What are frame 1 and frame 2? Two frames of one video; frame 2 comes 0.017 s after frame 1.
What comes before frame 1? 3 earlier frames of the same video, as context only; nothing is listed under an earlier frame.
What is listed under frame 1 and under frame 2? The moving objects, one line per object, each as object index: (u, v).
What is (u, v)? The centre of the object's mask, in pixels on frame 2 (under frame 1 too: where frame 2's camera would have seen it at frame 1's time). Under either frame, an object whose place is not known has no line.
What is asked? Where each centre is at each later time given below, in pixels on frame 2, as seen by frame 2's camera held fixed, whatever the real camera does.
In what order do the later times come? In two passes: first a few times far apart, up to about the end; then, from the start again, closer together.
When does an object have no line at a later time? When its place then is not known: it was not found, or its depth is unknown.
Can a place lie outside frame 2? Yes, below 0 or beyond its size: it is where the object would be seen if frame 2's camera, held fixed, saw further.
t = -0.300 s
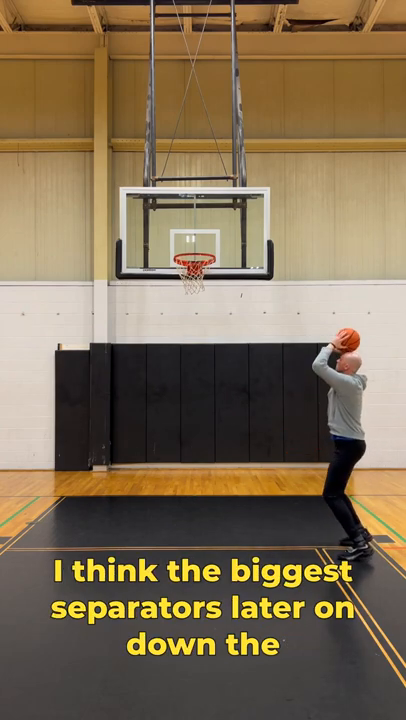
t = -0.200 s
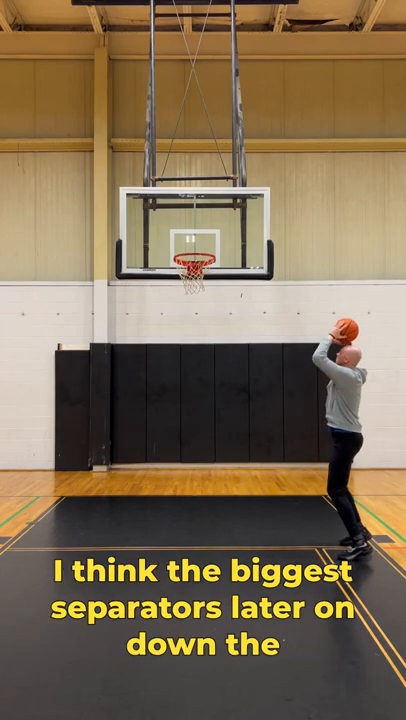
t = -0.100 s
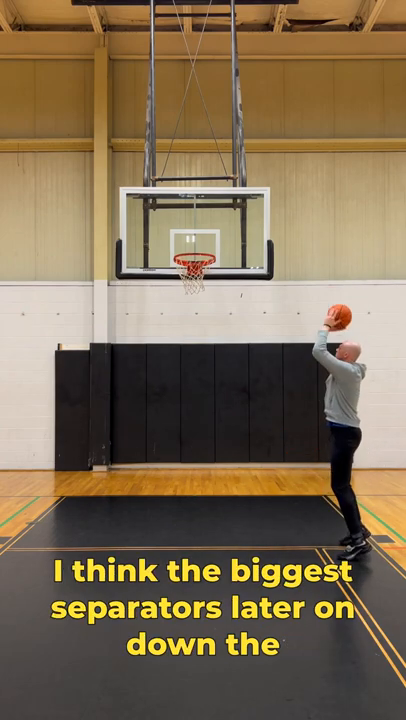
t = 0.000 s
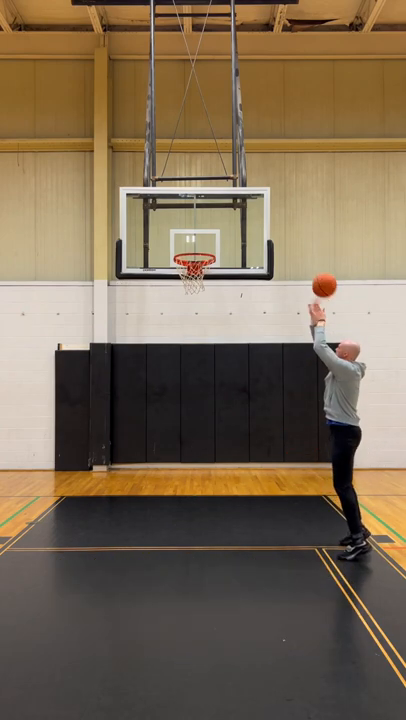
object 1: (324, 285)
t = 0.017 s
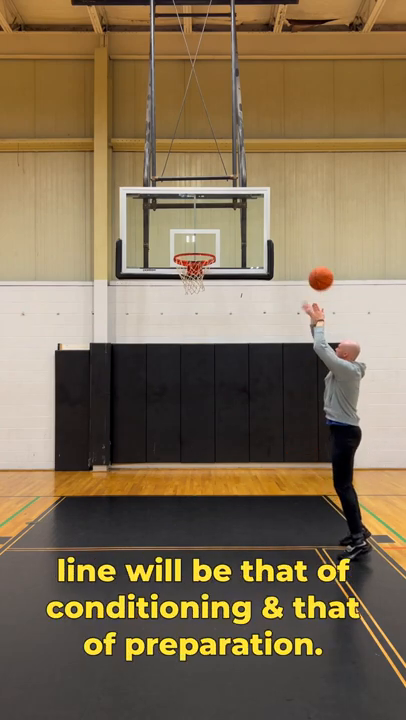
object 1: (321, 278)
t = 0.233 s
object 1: (277, 219)
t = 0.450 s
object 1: (239, 205)
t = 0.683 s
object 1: (201, 236)
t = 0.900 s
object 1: (191, 295)
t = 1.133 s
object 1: (202, 392)
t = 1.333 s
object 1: (210, 514)
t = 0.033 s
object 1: (317, 272)
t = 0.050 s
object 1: (313, 266)
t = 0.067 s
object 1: (310, 260)
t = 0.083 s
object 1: (307, 255)
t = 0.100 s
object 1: (303, 249)
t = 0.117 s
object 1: (300, 244)
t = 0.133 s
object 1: (297, 240)
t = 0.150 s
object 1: (293, 236)
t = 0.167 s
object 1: (290, 232)
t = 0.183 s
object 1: (287, 228)
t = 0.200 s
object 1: (283, 224)
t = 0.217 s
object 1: (281, 222)
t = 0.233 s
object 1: (277, 219)
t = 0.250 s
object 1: (274, 216)
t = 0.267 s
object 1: (271, 214)
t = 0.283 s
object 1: (268, 212)
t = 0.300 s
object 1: (265, 210)
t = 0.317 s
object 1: (262, 208)
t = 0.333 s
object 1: (259, 207)
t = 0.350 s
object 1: (256, 206)
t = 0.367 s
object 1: (253, 205)
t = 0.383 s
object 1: (250, 205)
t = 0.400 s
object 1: (247, 205)
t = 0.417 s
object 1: (244, 205)
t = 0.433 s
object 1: (242, 205)
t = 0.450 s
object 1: (239, 205)
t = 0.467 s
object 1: (236, 206)
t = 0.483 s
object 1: (233, 207)
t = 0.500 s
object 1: (230, 208)
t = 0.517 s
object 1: (228, 209)
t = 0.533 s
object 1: (225, 211)
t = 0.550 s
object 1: (222, 213)
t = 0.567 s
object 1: (219, 215)
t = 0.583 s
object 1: (217, 217)
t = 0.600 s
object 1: (214, 220)
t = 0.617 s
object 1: (211, 223)
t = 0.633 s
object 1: (209, 226)
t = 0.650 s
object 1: (206, 229)
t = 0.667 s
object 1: (204, 232)
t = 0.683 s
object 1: (201, 236)
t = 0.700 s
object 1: (198, 240)
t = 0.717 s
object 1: (196, 243)
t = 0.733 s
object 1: (193, 248)
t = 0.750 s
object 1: (191, 252)
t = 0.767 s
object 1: (188, 257)
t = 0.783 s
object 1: (186, 262)
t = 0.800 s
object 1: (188, 265)
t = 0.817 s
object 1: (188, 270)
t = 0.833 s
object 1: (188, 275)
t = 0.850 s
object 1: (189, 280)
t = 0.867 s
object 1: (190, 284)
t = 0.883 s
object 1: (190, 289)
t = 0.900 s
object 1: (191, 295)
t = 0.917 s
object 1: (192, 300)
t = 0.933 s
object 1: (193, 306)
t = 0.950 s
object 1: (194, 312)
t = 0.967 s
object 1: (194, 318)
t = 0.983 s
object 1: (195, 324)
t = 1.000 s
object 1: (196, 330)
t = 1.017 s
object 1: (197, 338)
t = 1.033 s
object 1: (198, 345)
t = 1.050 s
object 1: (198, 352)
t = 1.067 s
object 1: (199, 359)
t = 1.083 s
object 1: (200, 367)
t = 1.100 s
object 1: (201, 375)
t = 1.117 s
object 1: (201, 383)
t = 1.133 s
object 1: (202, 392)
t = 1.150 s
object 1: (203, 400)
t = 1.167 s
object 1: (203, 409)
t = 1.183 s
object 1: (204, 419)
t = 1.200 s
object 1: (205, 428)
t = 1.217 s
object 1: (206, 437)
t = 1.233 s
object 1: (206, 448)
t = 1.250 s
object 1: (207, 457)
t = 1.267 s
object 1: (208, 468)
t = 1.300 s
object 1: (209, 491)
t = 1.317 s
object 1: (210, 503)
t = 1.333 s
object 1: (210, 514)
